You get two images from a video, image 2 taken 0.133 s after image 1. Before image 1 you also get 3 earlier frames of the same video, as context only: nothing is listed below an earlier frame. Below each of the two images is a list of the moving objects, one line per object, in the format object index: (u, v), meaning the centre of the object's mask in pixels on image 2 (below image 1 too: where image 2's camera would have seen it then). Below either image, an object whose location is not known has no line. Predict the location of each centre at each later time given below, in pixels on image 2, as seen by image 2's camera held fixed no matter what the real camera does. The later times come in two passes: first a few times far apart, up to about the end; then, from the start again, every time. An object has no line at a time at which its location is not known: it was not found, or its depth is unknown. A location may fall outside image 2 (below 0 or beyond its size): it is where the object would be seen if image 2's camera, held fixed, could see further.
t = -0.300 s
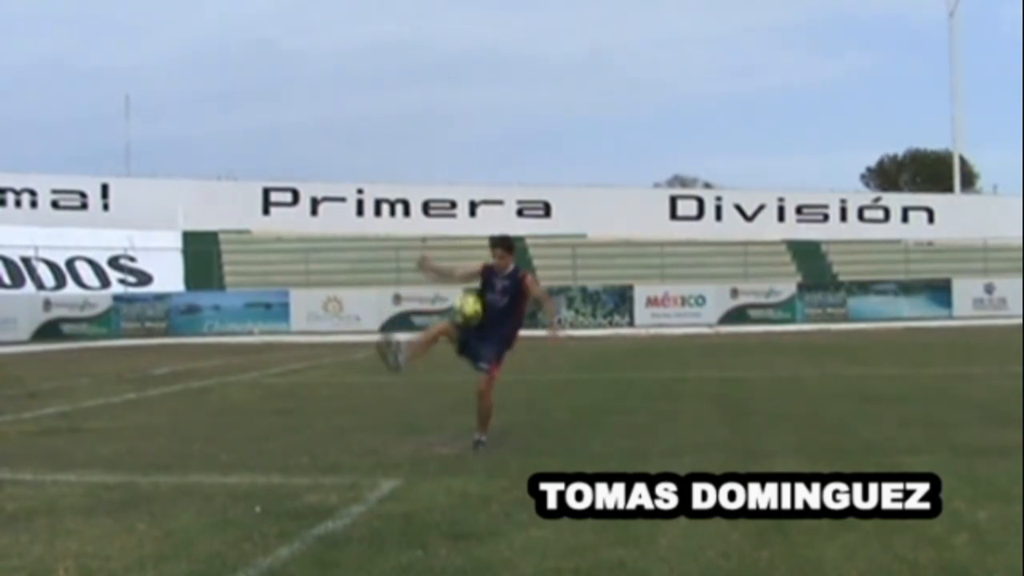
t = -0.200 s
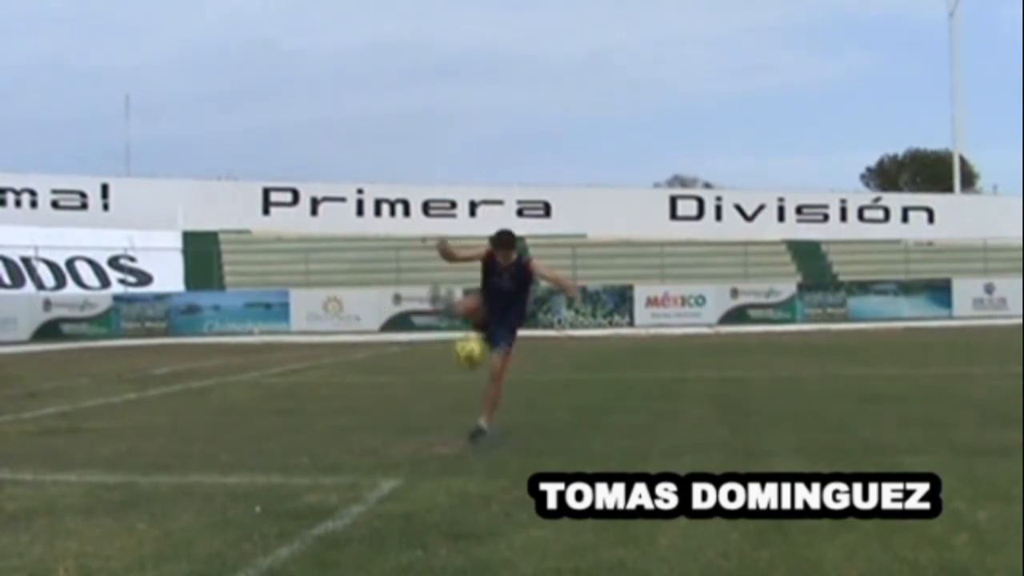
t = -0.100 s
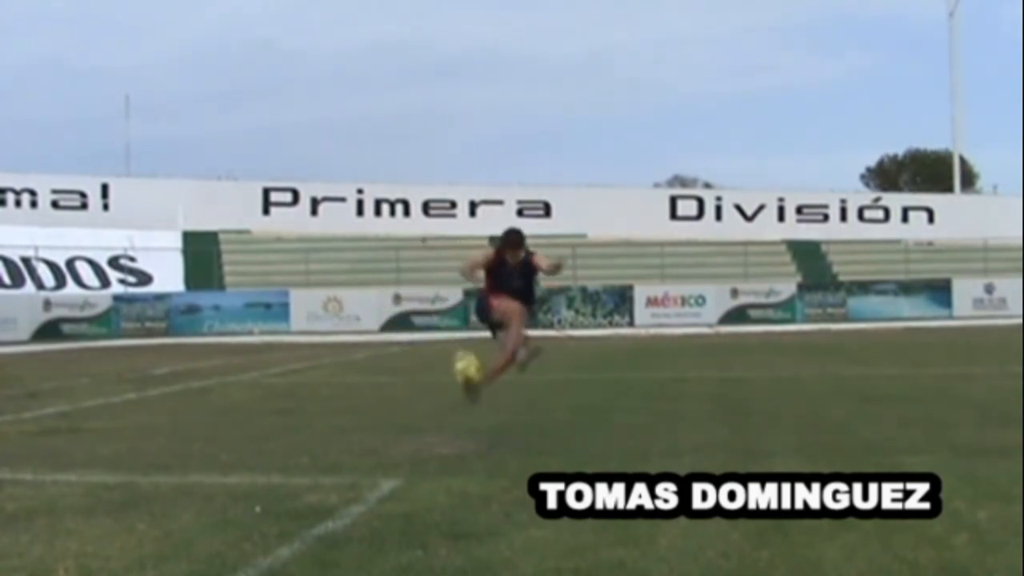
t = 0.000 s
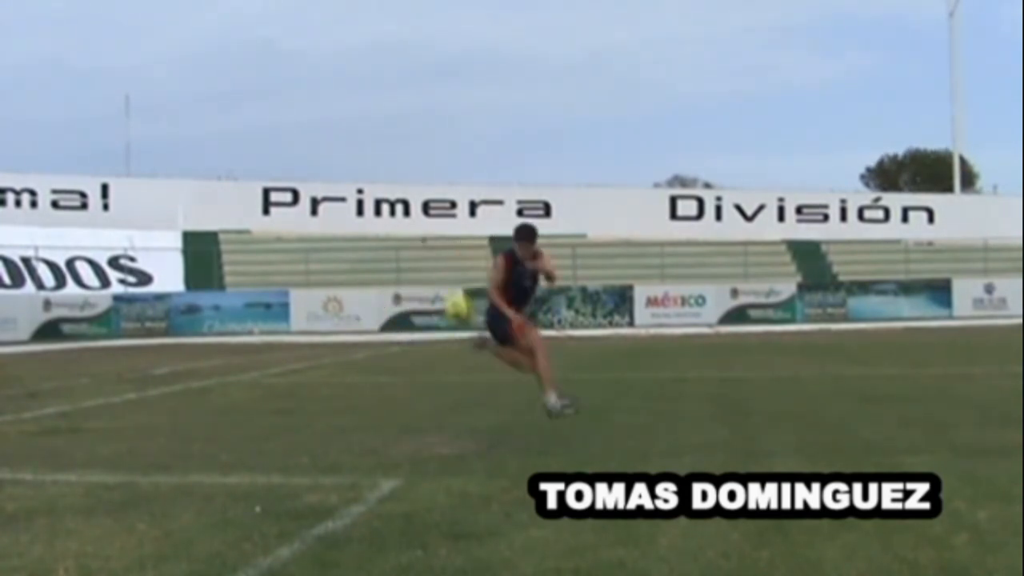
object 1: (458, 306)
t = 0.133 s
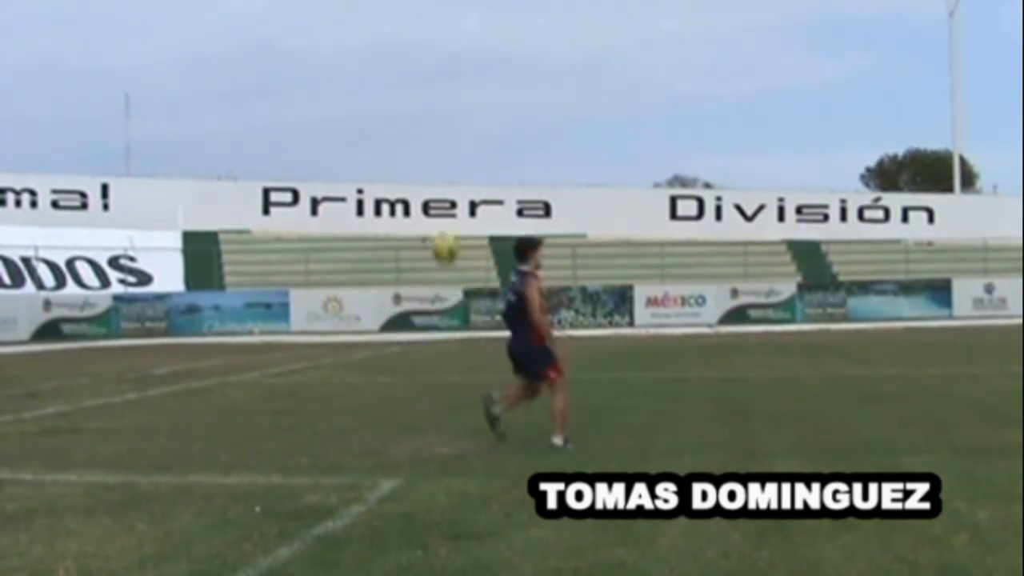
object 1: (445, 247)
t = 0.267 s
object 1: (434, 210)
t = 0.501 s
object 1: (415, 202)
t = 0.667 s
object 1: (402, 237)
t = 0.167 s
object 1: (442, 235)
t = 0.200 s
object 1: (438, 227)
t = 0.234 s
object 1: (436, 217)
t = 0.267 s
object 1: (434, 210)
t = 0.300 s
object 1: (431, 205)
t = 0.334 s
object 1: (428, 201)
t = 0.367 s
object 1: (425, 199)
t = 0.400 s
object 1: (423, 198)
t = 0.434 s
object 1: (420, 198)
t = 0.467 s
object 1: (417, 199)
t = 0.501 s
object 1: (415, 202)
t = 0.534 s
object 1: (413, 206)
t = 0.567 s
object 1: (410, 212)
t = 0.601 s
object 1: (407, 219)
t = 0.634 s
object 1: (405, 228)
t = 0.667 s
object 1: (402, 237)
